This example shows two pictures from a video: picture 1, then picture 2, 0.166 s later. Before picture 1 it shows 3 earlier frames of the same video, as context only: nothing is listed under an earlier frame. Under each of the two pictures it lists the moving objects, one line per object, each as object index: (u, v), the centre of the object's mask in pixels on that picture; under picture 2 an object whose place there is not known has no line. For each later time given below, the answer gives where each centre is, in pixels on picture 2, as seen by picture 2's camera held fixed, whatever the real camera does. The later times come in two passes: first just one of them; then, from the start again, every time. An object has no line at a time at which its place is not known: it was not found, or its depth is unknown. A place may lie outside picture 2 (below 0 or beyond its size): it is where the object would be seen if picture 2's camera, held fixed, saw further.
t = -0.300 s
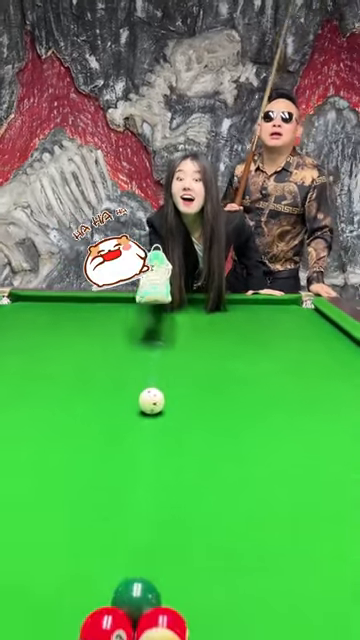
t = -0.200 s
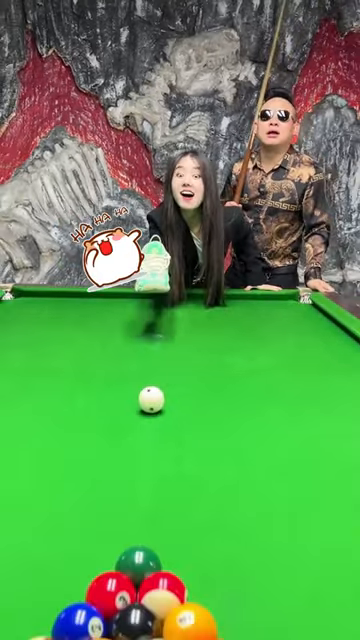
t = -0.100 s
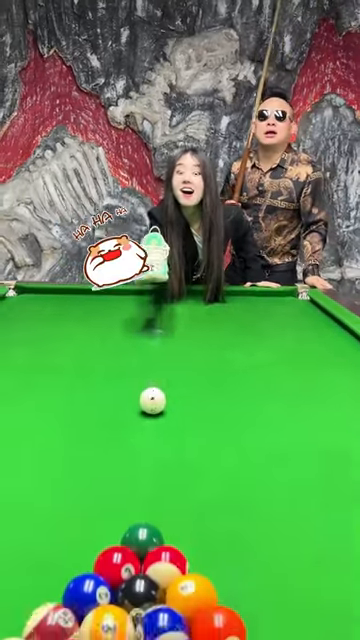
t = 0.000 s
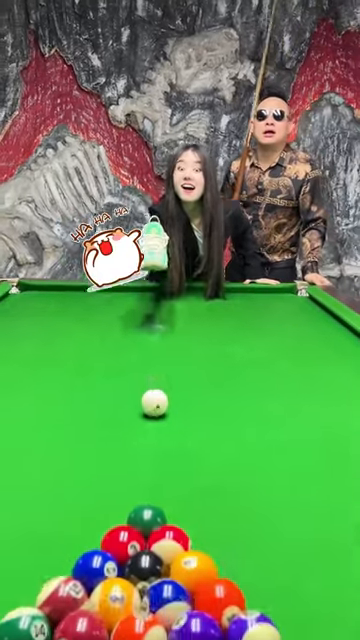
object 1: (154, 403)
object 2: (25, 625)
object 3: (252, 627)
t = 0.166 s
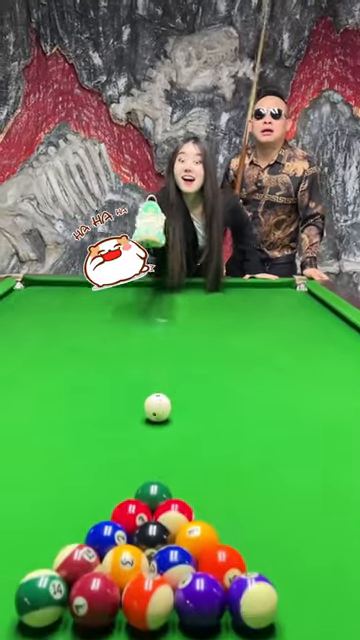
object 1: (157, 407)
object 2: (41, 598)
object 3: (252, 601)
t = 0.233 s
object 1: (157, 414)
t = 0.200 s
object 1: (157, 411)
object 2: (41, 598)
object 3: (252, 601)
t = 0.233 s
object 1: (157, 414)
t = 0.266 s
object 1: (157, 418)
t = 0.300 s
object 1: (157, 422)
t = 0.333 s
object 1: (157, 426)
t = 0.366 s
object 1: (157, 429)
